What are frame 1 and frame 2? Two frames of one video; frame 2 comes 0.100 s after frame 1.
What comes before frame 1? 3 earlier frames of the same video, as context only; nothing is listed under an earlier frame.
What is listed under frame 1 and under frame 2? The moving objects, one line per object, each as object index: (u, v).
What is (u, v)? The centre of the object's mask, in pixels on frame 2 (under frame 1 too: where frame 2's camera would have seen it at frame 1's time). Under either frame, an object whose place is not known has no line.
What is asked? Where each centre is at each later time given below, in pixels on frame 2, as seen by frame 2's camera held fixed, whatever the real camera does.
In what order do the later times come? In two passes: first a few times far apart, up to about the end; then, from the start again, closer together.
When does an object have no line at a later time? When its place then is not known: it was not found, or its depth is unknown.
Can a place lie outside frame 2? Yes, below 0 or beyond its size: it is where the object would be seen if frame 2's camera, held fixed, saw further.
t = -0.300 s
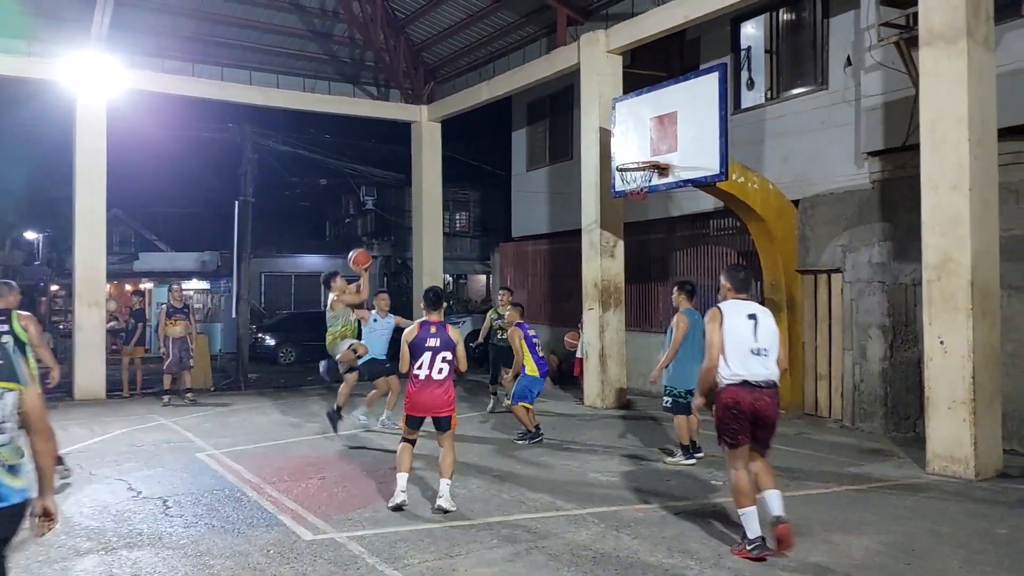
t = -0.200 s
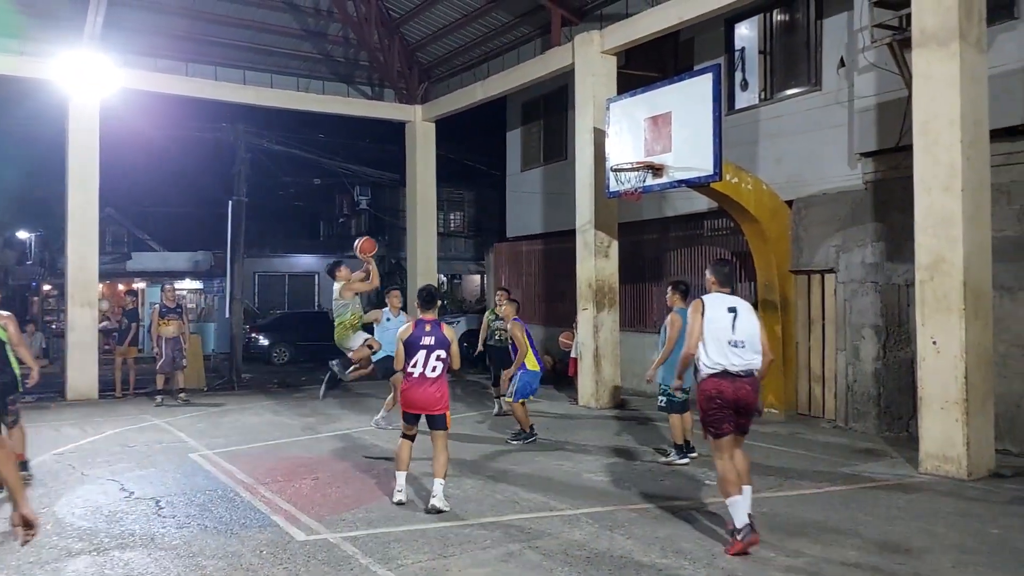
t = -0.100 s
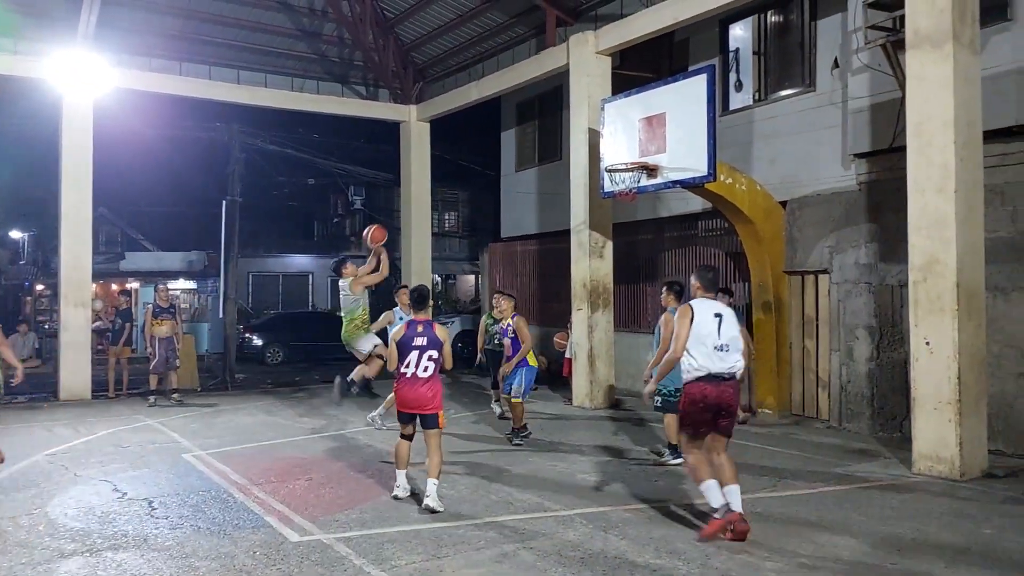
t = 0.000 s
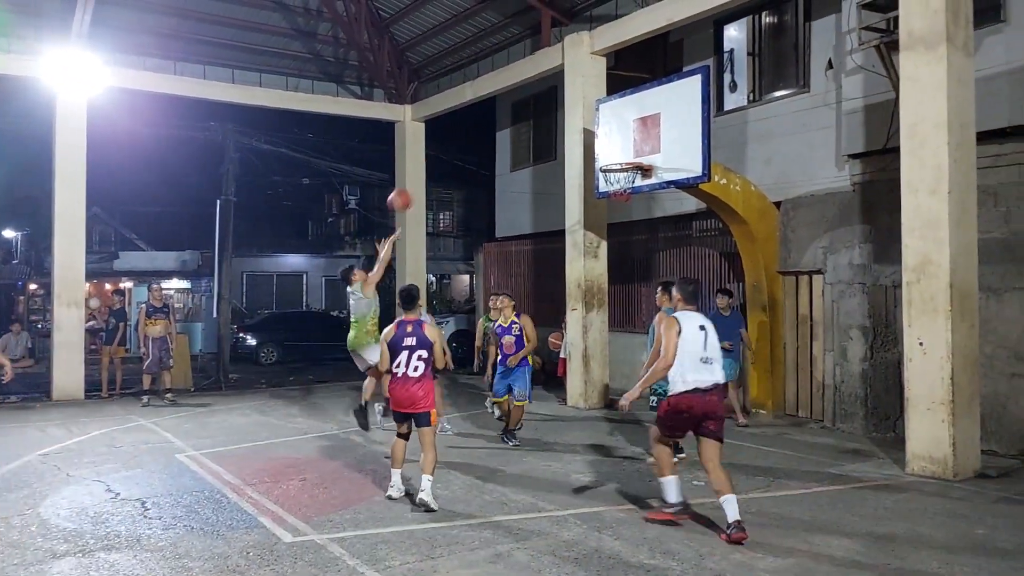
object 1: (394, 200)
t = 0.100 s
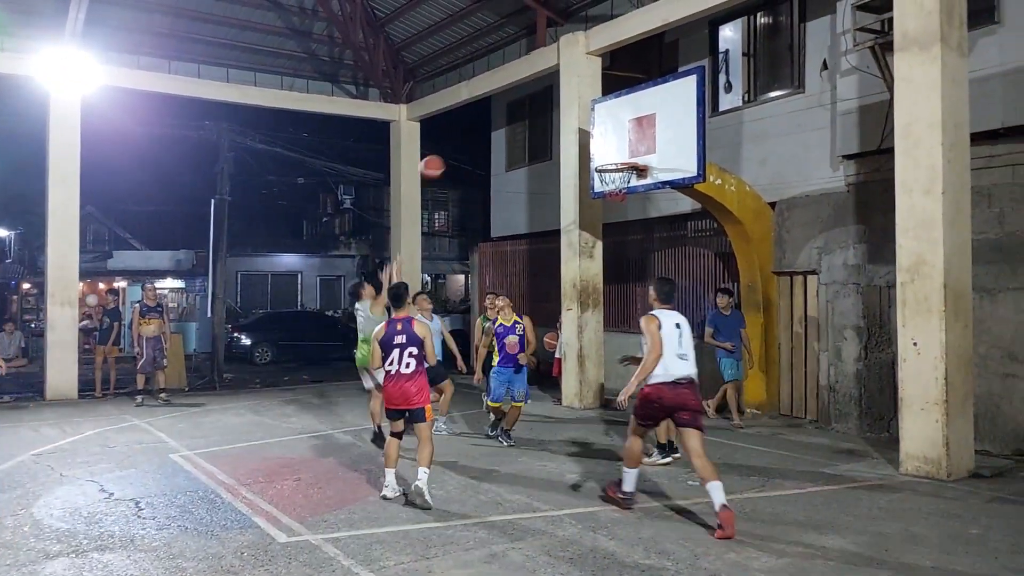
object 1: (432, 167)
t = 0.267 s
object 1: (488, 134)
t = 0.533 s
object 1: (577, 135)
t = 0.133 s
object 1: (443, 158)
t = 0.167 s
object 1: (454, 151)
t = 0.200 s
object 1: (466, 144)
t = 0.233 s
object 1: (478, 139)
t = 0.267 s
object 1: (488, 134)
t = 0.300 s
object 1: (500, 131)
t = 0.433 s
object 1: (543, 127)
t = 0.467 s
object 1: (554, 129)
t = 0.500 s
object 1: (565, 132)
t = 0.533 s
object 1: (577, 135)
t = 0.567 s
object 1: (586, 139)
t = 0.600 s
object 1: (596, 145)
